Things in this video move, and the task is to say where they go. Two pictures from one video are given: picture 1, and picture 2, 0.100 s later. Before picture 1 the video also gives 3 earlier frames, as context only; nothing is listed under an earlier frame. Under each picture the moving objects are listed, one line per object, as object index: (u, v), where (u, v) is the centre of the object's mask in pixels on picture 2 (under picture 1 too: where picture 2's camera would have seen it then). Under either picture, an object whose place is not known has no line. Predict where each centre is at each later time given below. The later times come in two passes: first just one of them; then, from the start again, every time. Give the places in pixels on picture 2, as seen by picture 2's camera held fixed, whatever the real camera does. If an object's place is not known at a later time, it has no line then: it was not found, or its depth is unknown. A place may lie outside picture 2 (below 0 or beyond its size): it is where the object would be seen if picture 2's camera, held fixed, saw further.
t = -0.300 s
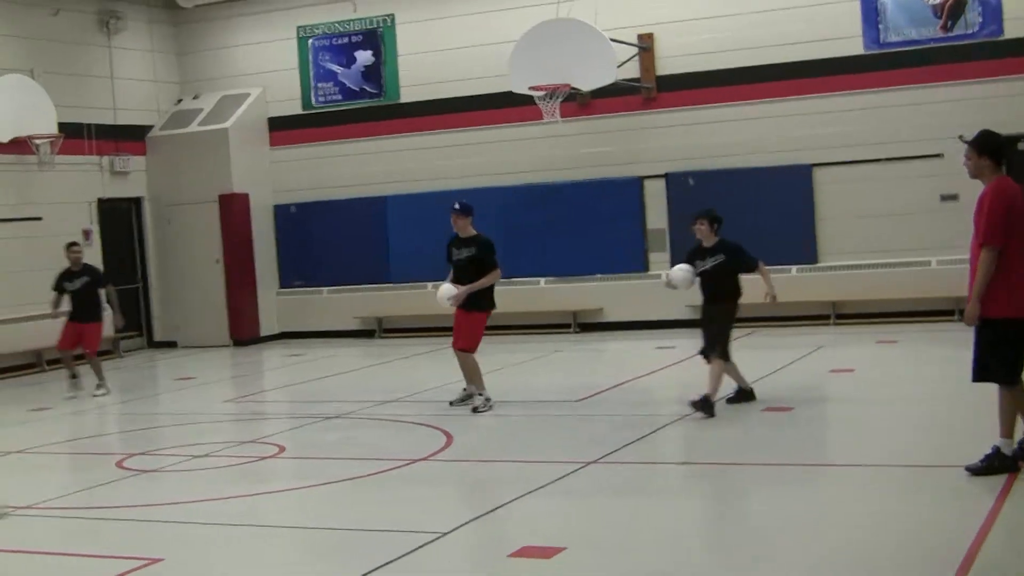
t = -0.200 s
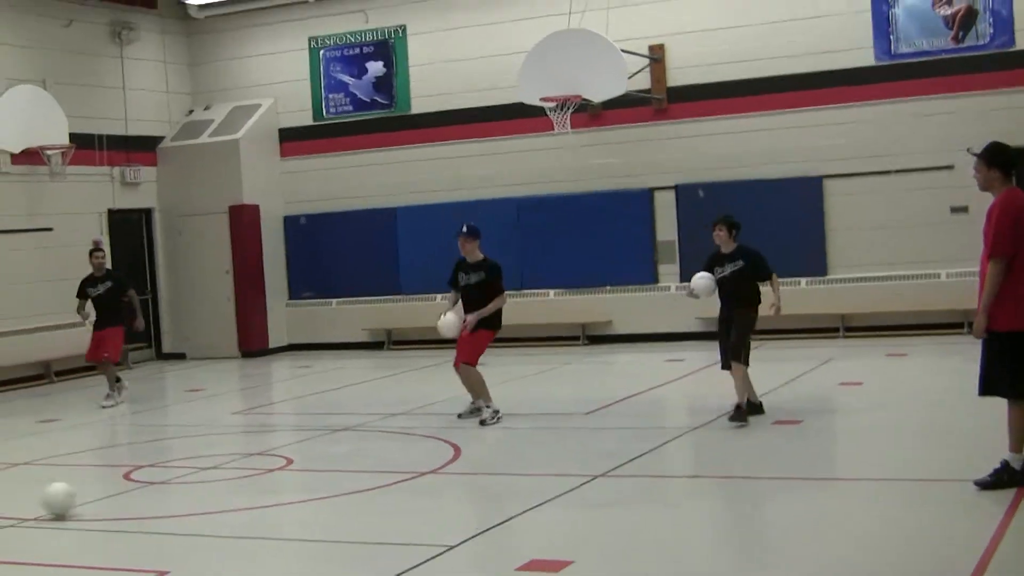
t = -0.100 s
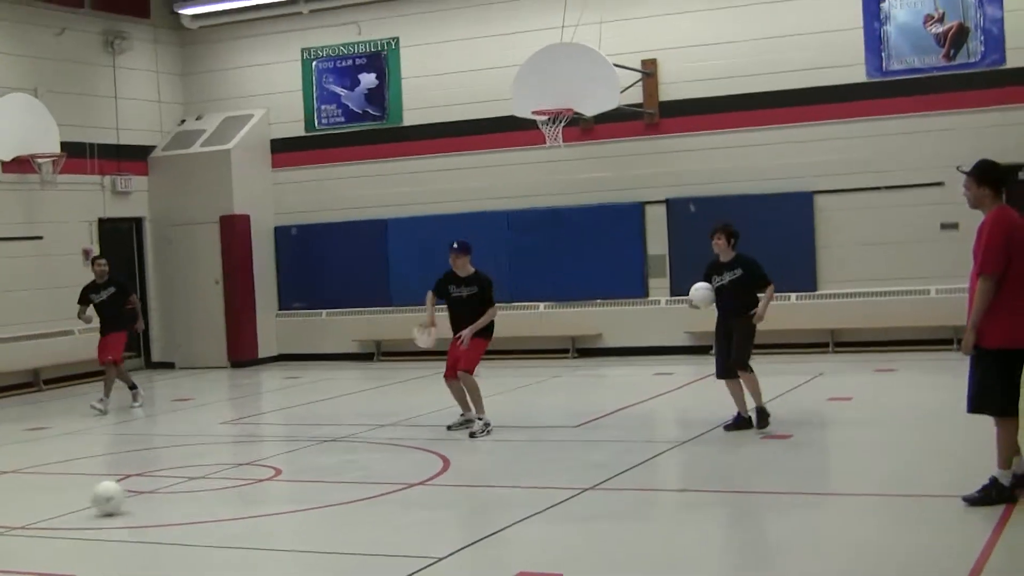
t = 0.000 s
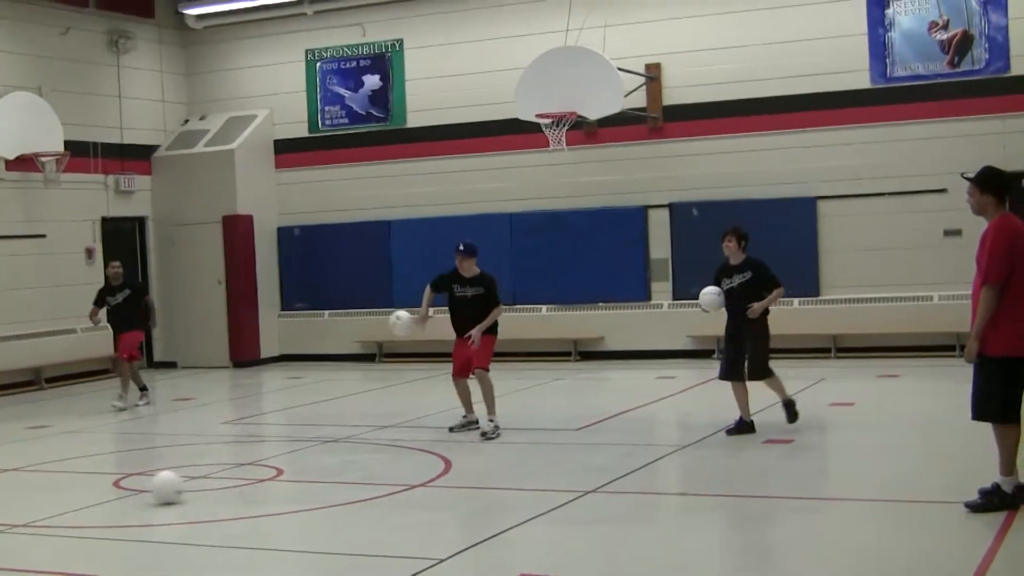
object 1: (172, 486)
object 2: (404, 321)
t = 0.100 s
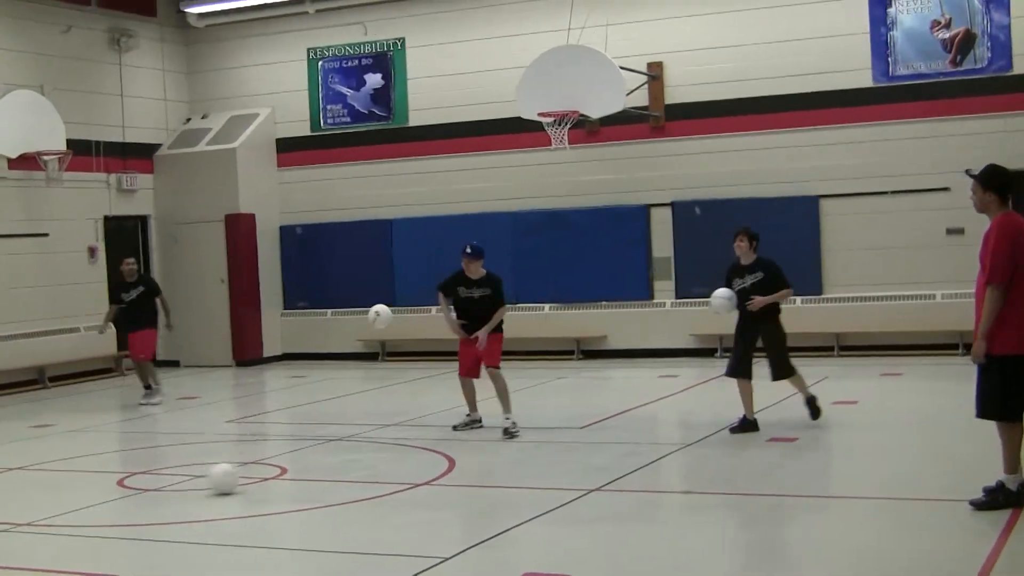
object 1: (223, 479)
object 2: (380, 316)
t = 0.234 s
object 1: (286, 469)
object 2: (351, 325)
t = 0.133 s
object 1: (238, 476)
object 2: (372, 316)
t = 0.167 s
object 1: (254, 474)
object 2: (365, 318)
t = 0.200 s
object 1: (270, 471)
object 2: (358, 320)
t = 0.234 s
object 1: (286, 469)
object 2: (351, 325)
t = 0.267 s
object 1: (302, 466)
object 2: (345, 329)
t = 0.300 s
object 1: (316, 464)
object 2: (338, 336)
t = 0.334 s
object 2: (332, 343)
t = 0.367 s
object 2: (327, 350)
